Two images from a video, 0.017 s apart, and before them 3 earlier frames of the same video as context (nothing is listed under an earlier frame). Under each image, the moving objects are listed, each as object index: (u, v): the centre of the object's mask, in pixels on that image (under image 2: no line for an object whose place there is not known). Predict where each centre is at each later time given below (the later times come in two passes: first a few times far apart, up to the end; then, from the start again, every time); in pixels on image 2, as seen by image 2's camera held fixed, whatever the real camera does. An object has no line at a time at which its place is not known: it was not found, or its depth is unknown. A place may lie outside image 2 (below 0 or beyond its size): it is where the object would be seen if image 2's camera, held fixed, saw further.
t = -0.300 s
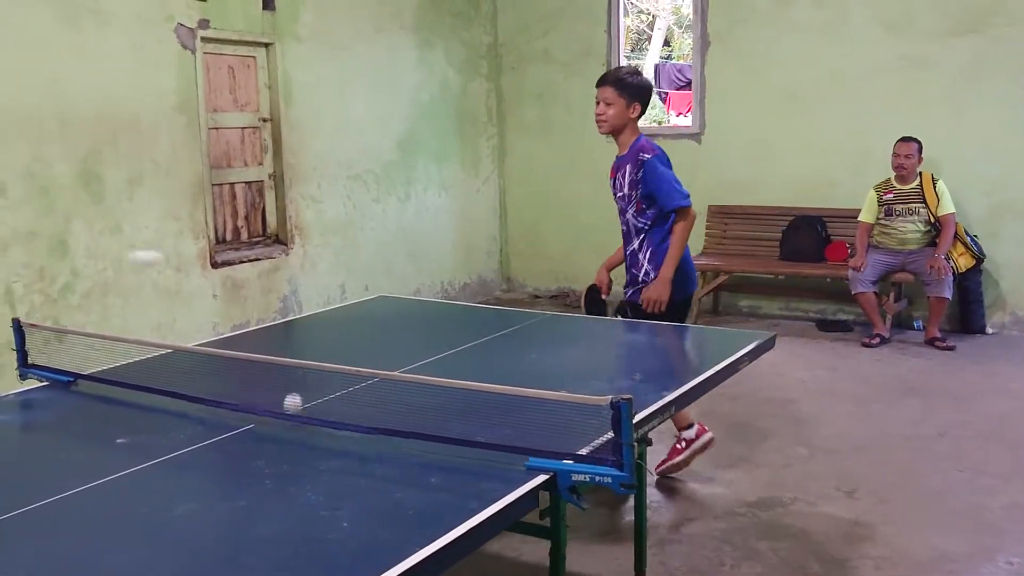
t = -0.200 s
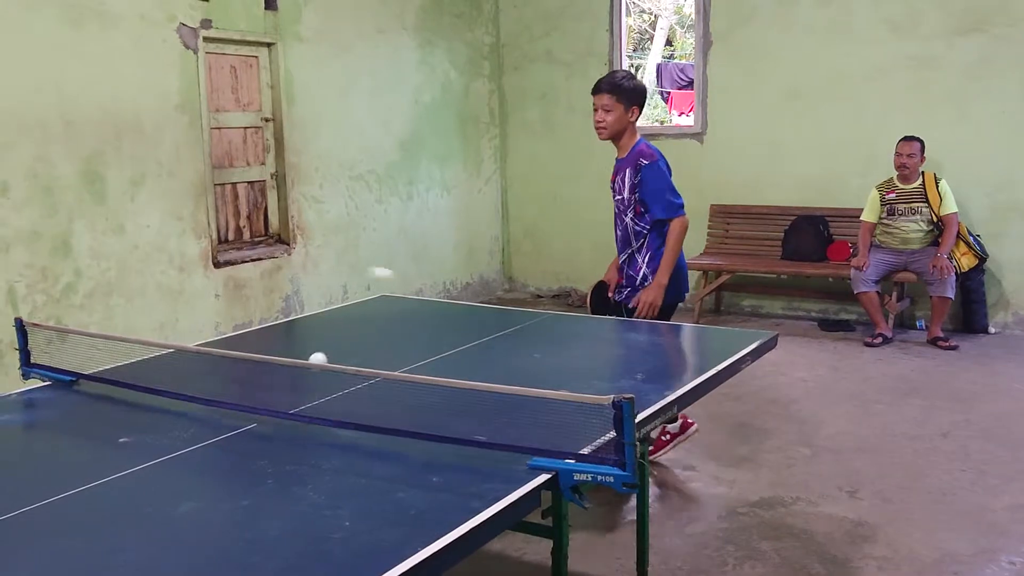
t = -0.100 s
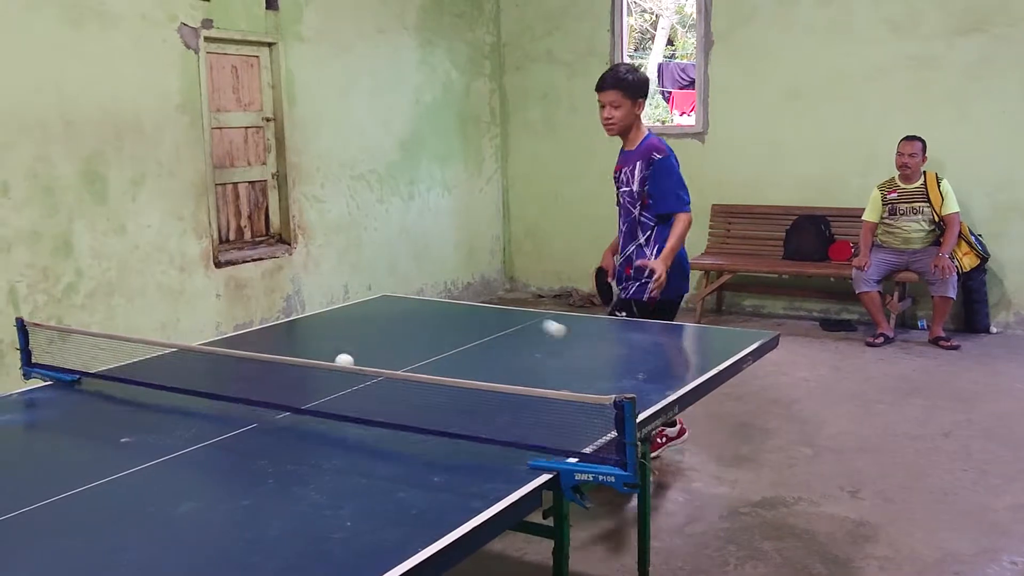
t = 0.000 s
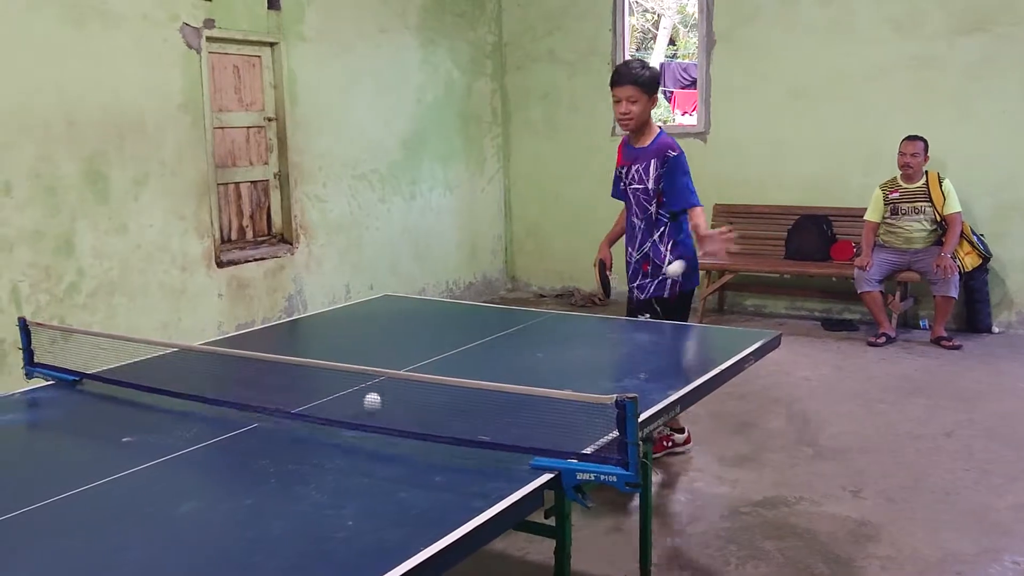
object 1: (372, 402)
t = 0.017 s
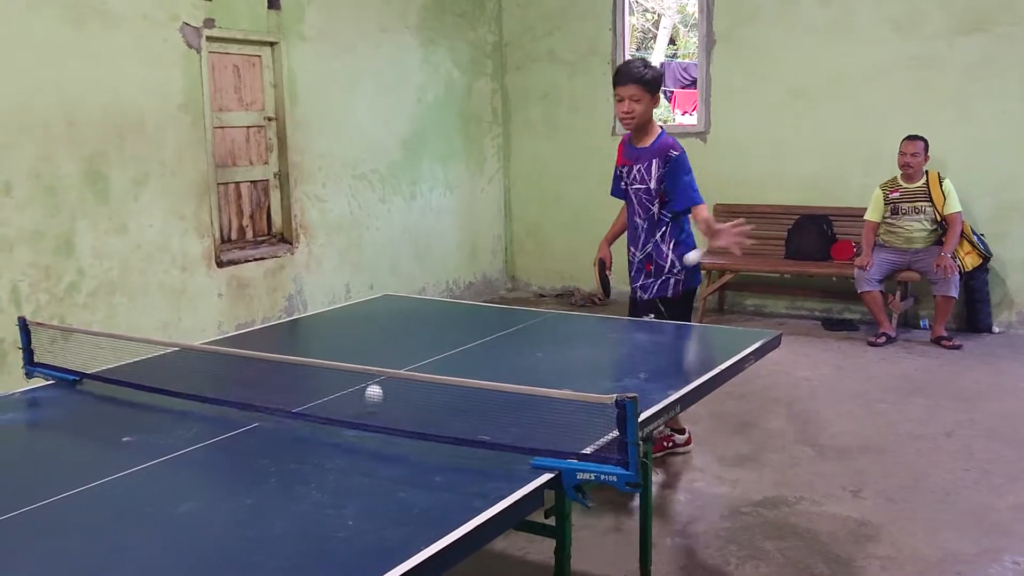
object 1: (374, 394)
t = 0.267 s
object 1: (397, 401)
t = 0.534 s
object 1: (424, 416)
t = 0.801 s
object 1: (458, 426)
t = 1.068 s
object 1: (479, 421)
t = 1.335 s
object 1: (496, 442)
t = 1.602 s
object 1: (508, 438)
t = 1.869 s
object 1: (510, 439)
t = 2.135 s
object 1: (501, 444)
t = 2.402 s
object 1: (486, 446)
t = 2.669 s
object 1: (460, 443)
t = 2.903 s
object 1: (438, 434)
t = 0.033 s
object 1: (375, 386)
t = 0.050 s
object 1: (375, 382)
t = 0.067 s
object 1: (376, 374)
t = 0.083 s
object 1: (379, 366)
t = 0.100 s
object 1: (380, 365)
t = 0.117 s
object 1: (382, 364)
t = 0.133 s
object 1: (383, 363)
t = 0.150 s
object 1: (385, 363)
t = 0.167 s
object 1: (386, 364)
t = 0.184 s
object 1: (388, 366)
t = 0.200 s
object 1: (390, 373)
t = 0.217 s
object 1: (392, 379)
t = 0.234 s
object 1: (393, 385)
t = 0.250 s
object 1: (395, 391)
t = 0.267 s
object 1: (397, 401)
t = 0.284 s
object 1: (399, 411)
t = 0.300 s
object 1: (401, 415)
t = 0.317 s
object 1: (402, 408)
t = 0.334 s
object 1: (403, 402)
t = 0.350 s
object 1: (404, 396)
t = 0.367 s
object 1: (406, 392)
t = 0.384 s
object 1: (408, 390)
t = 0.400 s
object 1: (409, 389)
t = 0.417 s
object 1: (411, 388)
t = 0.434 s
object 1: (413, 388)
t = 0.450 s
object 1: (414, 390)
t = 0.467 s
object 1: (416, 392)
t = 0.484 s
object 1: (418, 397)
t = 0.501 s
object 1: (420, 402)
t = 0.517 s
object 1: (422, 409)
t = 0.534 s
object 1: (424, 416)
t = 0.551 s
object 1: (426, 424)
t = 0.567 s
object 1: (428, 427)
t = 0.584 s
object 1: (429, 424)
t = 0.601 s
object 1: (429, 419)
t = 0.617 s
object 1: (430, 415)
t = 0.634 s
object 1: (432, 412)
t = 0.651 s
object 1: (434, 409)
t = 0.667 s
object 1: (437, 409)
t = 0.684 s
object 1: (440, 409)
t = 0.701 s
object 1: (443, 411)
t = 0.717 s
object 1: (445, 413)
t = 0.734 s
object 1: (448, 417)
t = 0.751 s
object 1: (451, 423)
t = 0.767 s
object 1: (455, 427)
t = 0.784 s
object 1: (457, 430)
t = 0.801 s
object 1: (458, 426)
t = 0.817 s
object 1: (459, 421)
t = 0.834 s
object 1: (461, 417)
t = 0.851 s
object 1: (462, 415)
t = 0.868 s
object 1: (464, 413)
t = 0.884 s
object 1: (465, 412)
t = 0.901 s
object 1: (466, 414)
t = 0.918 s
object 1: (468, 416)
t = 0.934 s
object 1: (470, 419)
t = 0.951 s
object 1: (471, 424)
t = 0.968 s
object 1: (473, 429)
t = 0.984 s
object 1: (475, 437)
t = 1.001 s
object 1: (476, 430)
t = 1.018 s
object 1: (477, 427)
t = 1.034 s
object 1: (477, 424)
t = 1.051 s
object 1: (478, 422)
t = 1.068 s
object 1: (479, 421)
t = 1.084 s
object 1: (480, 421)
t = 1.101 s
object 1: (481, 422)
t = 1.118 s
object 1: (482, 425)
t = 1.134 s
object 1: (484, 428)
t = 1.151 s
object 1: (485, 432)
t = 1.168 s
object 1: (486, 439)
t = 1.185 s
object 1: (487, 433)
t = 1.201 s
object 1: (488, 431)
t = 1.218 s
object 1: (488, 429)
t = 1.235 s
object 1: (490, 428)
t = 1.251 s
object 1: (490, 427)
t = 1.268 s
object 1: (491, 428)
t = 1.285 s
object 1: (492, 429)
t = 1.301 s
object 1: (493, 432)
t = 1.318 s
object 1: (495, 434)
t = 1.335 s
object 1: (496, 442)
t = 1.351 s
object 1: (497, 436)
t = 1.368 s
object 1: (497, 434)
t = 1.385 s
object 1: (498, 433)
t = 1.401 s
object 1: (498, 432)
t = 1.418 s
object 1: (499, 432)
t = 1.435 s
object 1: (500, 433)
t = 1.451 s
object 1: (502, 434)
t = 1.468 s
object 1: (503, 436)
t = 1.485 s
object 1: (503, 445)
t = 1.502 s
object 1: (503, 441)
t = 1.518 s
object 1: (504, 436)
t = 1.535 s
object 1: (505, 435)
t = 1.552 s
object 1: (506, 435)
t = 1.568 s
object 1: (506, 435)
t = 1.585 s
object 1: (507, 436)
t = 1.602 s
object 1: (508, 438)
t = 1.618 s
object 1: (509, 445)
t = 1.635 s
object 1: (508, 443)
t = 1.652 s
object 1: (509, 437)
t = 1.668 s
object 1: (509, 437)
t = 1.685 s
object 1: (509, 437)
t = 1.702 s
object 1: (509, 438)
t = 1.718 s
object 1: (509, 442)
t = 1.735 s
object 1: (509, 447)
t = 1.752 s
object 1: (509, 443)
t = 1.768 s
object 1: (509, 439)
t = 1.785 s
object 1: (509, 438)
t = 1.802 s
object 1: (510, 439)
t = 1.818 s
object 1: (510, 443)
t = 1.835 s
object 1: (509, 445)
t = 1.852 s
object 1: (509, 441)
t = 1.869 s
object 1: (510, 439)
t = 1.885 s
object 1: (510, 439)
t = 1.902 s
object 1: (510, 439)
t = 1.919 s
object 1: (509, 445)
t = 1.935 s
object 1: (509, 443)
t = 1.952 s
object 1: (508, 439)
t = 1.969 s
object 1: (508, 439)
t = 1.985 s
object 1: (507, 442)
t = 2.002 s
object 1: (507, 446)
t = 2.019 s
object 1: (506, 444)
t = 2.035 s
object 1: (506, 442)
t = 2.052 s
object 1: (505, 442)
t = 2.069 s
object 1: (504, 444)
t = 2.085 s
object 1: (503, 443)
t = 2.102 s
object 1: (502, 442)
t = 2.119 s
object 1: (502, 442)
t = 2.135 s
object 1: (501, 444)
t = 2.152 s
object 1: (500, 444)
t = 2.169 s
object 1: (500, 442)
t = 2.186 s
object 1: (499, 443)
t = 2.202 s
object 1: (499, 444)
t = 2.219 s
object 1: (498, 444)
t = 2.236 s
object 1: (497, 442)
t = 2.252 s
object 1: (495, 442)
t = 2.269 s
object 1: (495, 442)
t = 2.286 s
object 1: (494, 442)
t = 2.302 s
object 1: (492, 451)
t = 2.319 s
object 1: (492, 437)
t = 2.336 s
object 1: (489, 446)
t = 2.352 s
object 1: (488, 446)
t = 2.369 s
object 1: (488, 447)
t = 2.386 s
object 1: (487, 446)
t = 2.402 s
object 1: (486, 446)
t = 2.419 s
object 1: (484, 446)
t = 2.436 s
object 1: (482, 445)
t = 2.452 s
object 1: (481, 446)
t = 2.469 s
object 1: (480, 446)
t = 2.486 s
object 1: (479, 445)
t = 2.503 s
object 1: (477, 445)
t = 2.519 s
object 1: (476, 445)
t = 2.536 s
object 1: (475, 445)
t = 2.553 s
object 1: (473, 445)
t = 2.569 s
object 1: (471, 448)
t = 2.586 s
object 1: (469, 445)
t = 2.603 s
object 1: (468, 444)
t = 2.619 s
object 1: (466, 444)
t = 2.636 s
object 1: (464, 444)
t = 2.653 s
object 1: (462, 447)
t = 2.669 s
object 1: (460, 443)
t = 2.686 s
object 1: (459, 443)
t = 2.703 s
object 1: (458, 442)
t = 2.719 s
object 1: (455, 442)
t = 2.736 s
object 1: (454, 437)
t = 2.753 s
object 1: (452, 436)
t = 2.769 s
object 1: (451, 437)
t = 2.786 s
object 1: (449, 436)
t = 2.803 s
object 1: (448, 436)
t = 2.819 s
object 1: (445, 436)
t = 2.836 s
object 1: (443, 436)
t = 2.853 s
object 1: (442, 436)
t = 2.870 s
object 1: (440, 434)
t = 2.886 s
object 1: (438, 434)
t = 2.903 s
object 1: (438, 434)
